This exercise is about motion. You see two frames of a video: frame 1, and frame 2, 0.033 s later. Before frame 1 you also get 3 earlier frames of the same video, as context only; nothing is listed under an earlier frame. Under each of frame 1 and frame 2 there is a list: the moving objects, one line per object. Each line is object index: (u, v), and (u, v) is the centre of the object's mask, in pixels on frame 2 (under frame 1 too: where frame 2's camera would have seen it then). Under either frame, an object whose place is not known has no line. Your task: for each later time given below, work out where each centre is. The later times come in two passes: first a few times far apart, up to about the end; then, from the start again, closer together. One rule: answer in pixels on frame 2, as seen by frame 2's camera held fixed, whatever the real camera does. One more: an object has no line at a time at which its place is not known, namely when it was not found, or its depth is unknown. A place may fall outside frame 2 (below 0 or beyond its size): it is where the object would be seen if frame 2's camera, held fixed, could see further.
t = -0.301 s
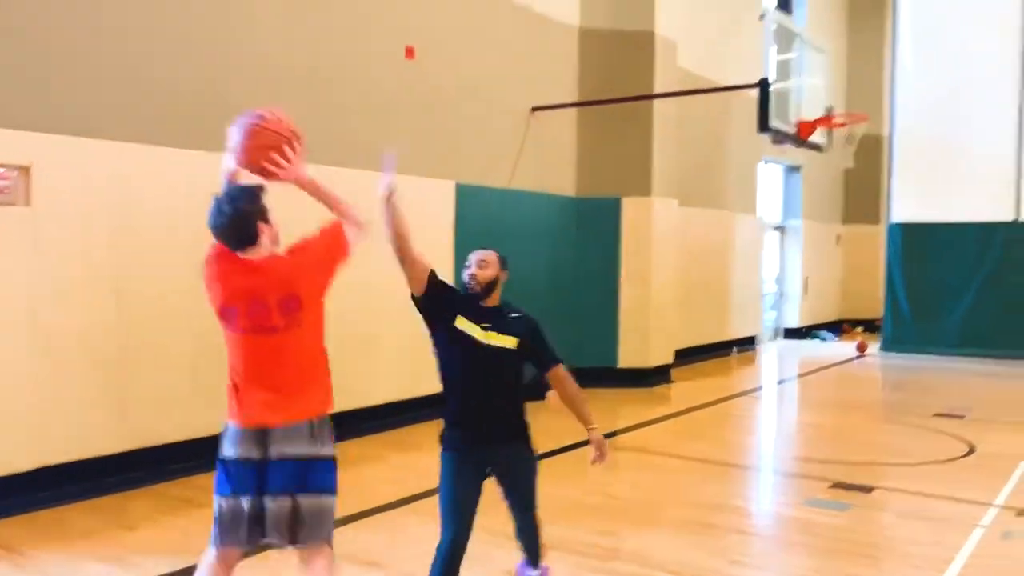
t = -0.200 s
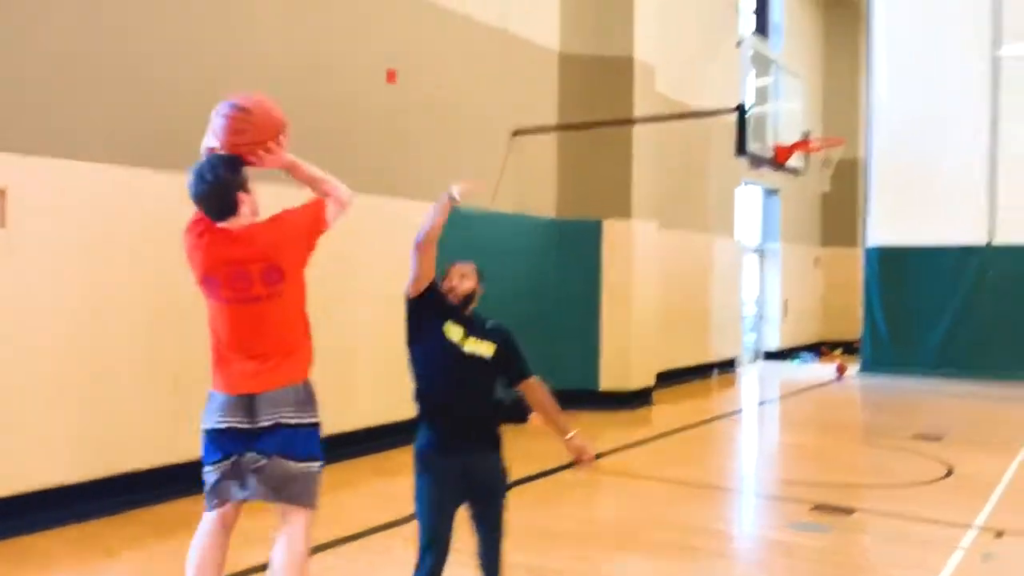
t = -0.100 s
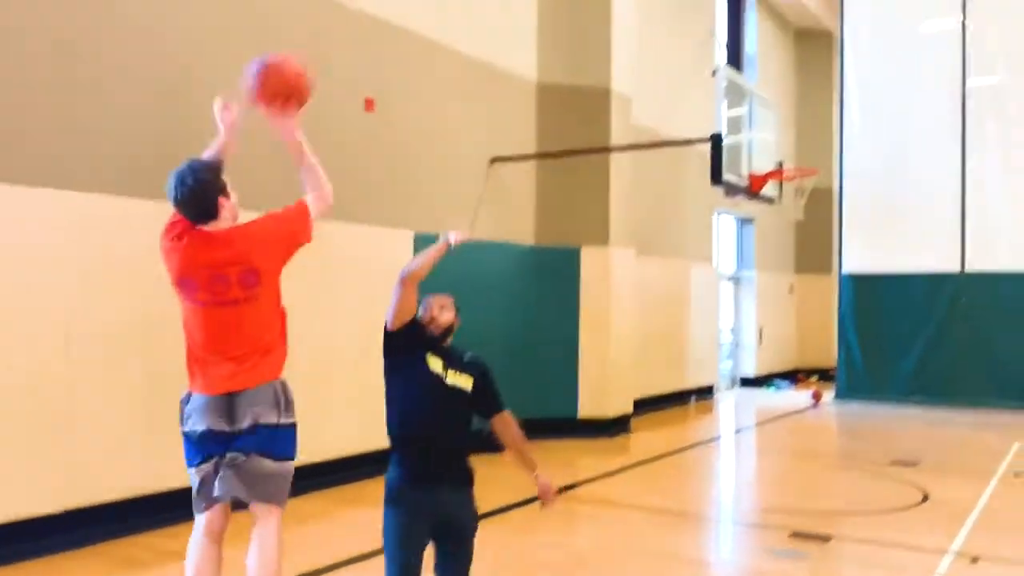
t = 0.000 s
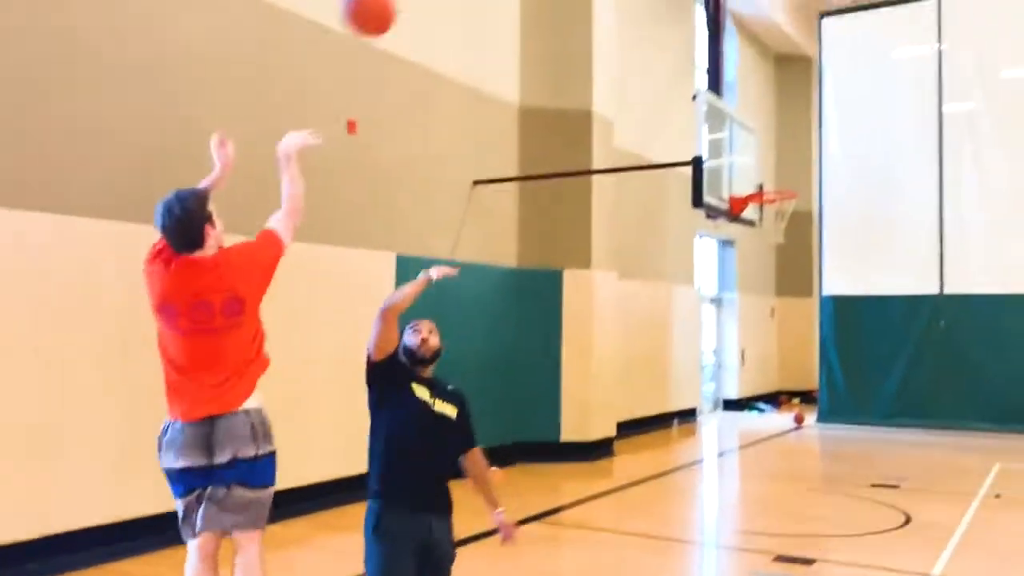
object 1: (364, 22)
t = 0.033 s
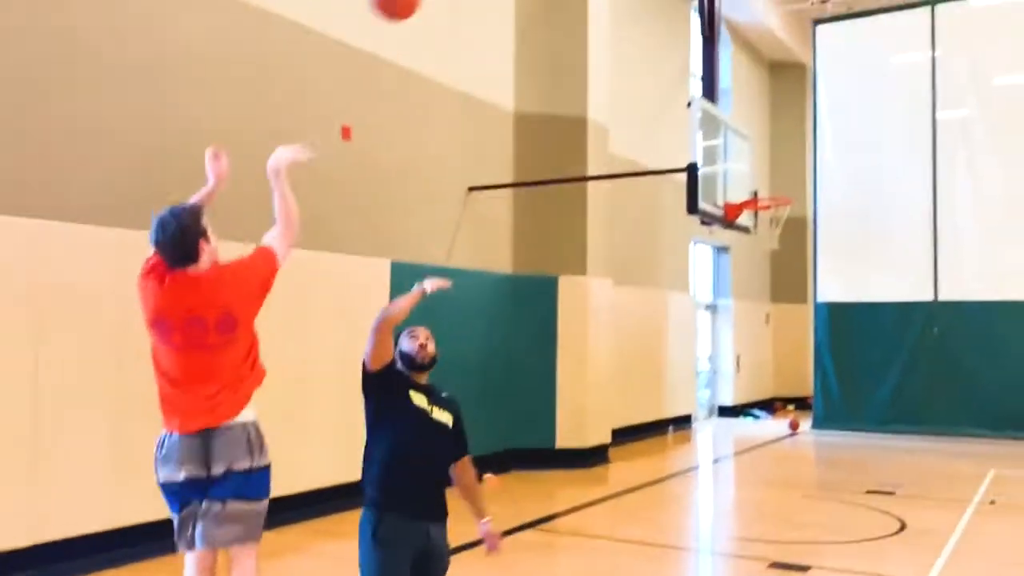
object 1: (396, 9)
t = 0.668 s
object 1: (696, 17)
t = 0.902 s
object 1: (747, 123)
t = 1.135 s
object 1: (759, 239)
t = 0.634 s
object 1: (688, 4)
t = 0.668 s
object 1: (696, 17)
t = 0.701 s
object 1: (706, 30)
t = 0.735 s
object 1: (713, 44)
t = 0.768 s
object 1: (720, 58)
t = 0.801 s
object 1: (727, 74)
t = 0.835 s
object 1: (735, 90)
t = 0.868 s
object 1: (741, 106)
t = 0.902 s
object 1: (747, 123)
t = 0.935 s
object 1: (754, 141)
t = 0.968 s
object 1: (759, 158)
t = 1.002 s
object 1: (765, 176)
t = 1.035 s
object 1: (771, 193)
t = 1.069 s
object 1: (772, 212)
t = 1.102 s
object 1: (765, 222)
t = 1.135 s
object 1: (759, 239)
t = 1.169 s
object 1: (754, 251)
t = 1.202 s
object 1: (749, 264)
